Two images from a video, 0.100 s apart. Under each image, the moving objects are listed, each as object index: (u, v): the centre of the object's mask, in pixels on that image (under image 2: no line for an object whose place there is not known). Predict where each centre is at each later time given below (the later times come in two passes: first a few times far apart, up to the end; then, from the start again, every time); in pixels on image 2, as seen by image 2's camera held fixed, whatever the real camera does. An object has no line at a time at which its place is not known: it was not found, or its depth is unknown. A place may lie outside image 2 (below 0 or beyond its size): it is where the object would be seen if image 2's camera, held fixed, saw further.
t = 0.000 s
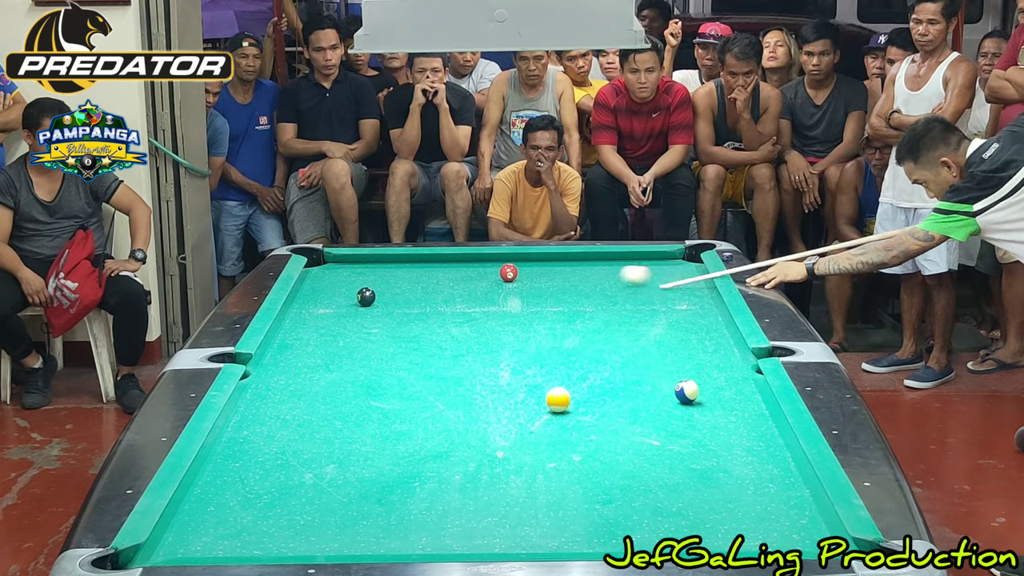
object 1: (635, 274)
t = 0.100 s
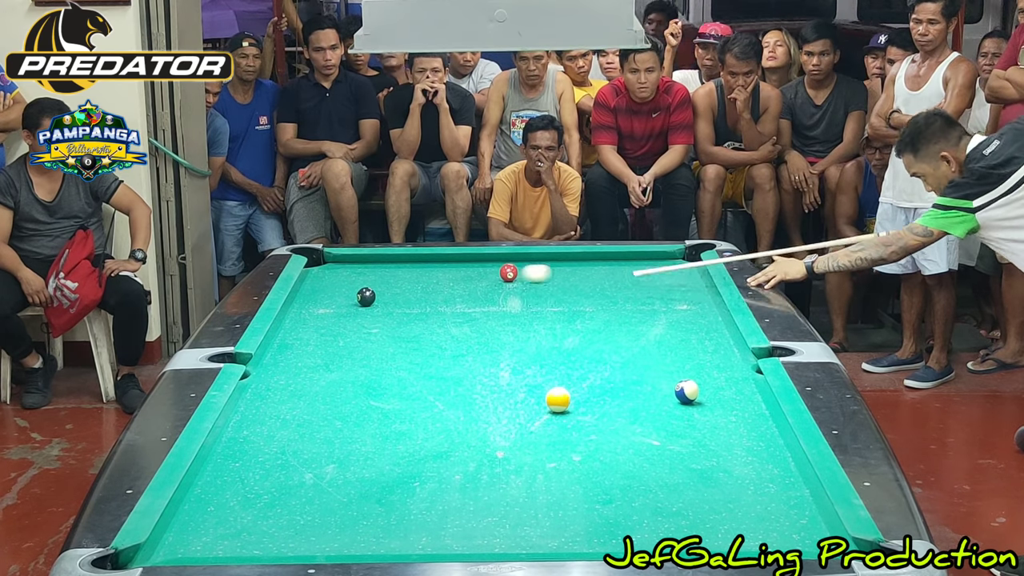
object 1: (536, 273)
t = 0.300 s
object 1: (522, 278)
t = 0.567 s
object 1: (520, 285)
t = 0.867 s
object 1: (517, 292)
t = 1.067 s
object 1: (515, 296)
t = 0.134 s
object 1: (524, 274)
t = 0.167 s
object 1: (523, 275)
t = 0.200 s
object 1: (523, 276)
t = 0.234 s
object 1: (523, 277)
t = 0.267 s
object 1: (523, 278)
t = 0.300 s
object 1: (522, 278)
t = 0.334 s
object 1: (522, 279)
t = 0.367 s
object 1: (522, 280)
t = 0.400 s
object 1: (522, 281)
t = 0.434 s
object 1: (521, 282)
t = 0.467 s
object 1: (521, 282)
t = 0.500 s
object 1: (521, 283)
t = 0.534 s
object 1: (520, 284)
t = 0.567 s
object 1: (520, 285)
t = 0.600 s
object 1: (520, 286)
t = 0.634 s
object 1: (519, 286)
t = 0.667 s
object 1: (519, 287)
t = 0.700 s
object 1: (519, 288)
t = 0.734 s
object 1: (518, 289)
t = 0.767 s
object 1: (518, 289)
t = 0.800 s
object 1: (518, 290)
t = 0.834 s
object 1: (517, 291)
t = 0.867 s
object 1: (517, 292)
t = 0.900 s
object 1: (517, 292)
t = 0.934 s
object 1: (516, 293)
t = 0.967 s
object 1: (516, 294)
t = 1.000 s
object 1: (515, 295)
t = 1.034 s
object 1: (515, 295)
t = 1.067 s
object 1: (515, 296)
